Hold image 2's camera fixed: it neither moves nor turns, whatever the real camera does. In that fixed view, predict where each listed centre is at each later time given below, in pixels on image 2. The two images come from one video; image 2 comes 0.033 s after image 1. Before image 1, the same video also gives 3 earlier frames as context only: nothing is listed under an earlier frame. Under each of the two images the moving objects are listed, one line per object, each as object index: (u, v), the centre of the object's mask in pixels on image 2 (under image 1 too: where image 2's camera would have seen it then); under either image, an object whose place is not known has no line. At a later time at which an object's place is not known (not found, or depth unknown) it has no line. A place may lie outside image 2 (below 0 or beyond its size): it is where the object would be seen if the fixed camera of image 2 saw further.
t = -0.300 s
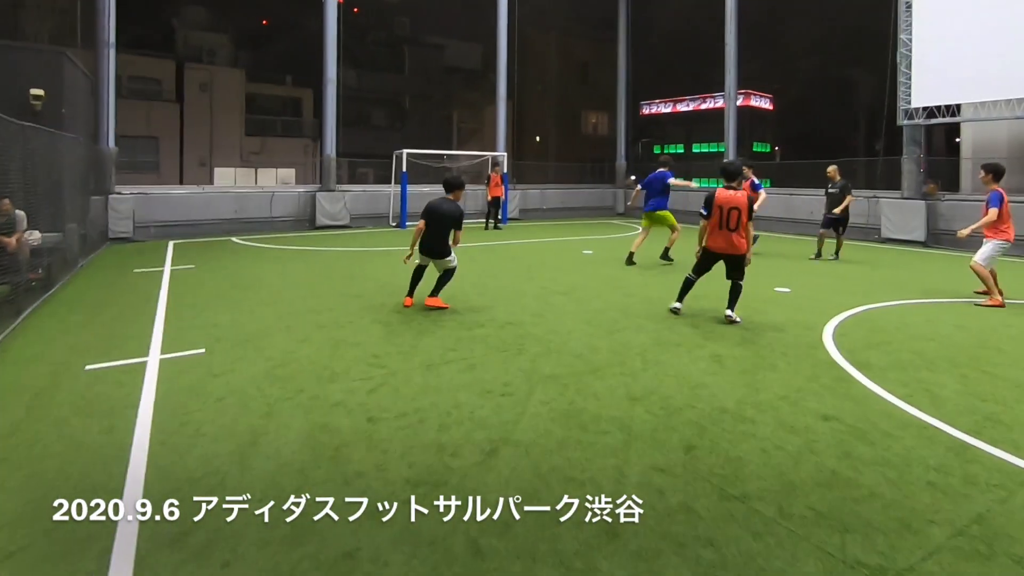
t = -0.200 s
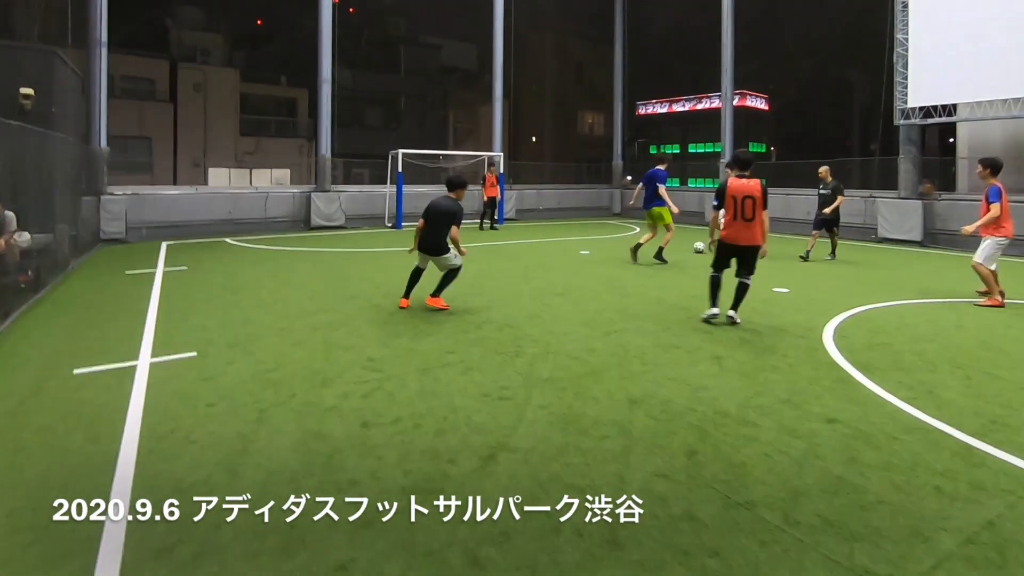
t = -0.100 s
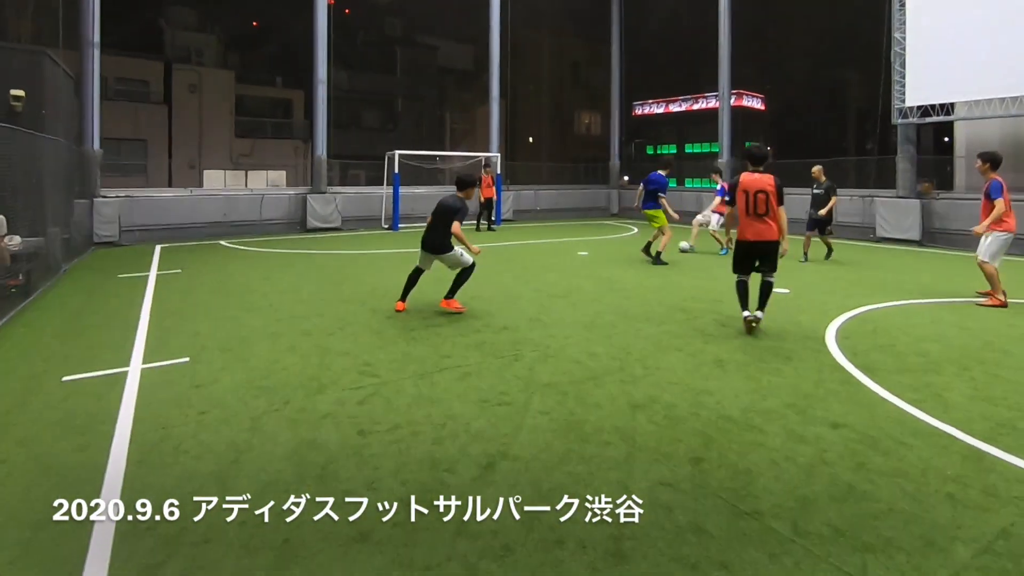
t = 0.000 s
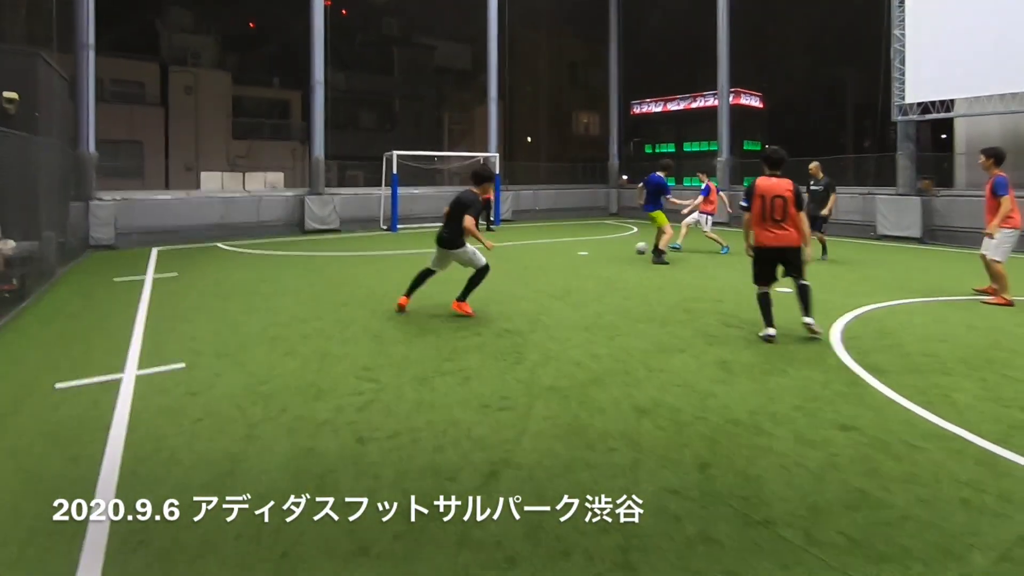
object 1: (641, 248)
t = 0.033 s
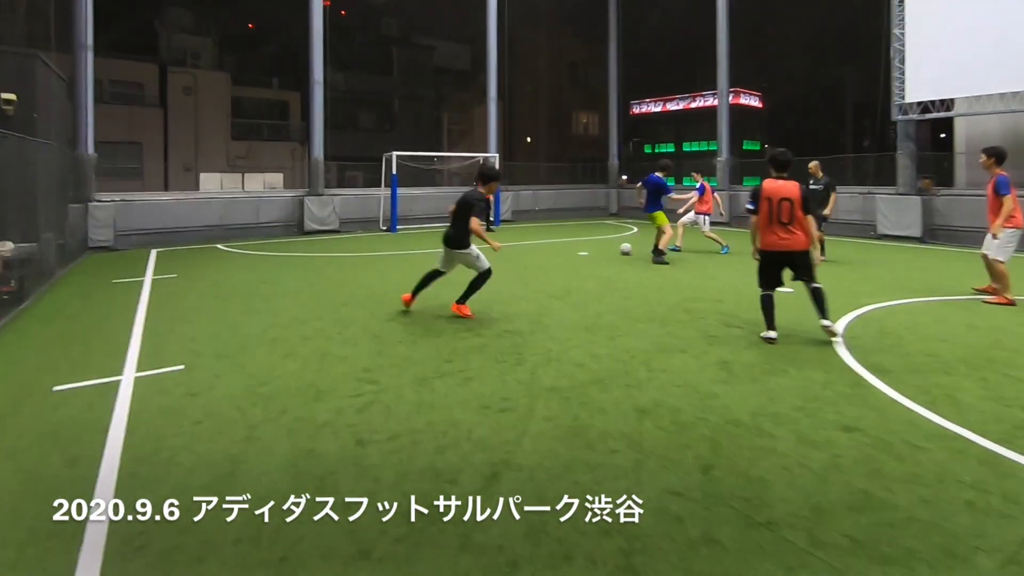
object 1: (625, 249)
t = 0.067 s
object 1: (610, 250)
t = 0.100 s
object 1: (594, 250)
